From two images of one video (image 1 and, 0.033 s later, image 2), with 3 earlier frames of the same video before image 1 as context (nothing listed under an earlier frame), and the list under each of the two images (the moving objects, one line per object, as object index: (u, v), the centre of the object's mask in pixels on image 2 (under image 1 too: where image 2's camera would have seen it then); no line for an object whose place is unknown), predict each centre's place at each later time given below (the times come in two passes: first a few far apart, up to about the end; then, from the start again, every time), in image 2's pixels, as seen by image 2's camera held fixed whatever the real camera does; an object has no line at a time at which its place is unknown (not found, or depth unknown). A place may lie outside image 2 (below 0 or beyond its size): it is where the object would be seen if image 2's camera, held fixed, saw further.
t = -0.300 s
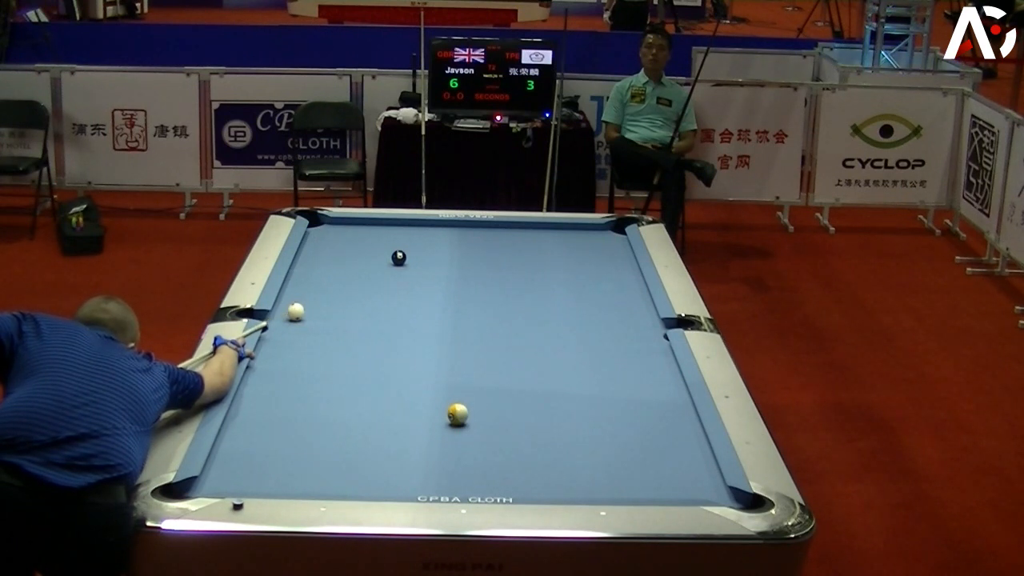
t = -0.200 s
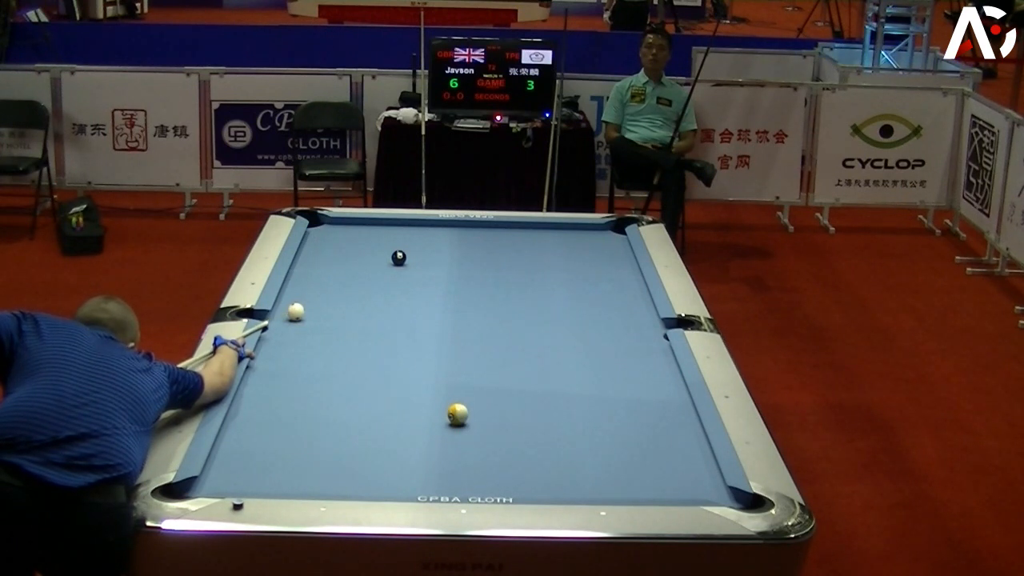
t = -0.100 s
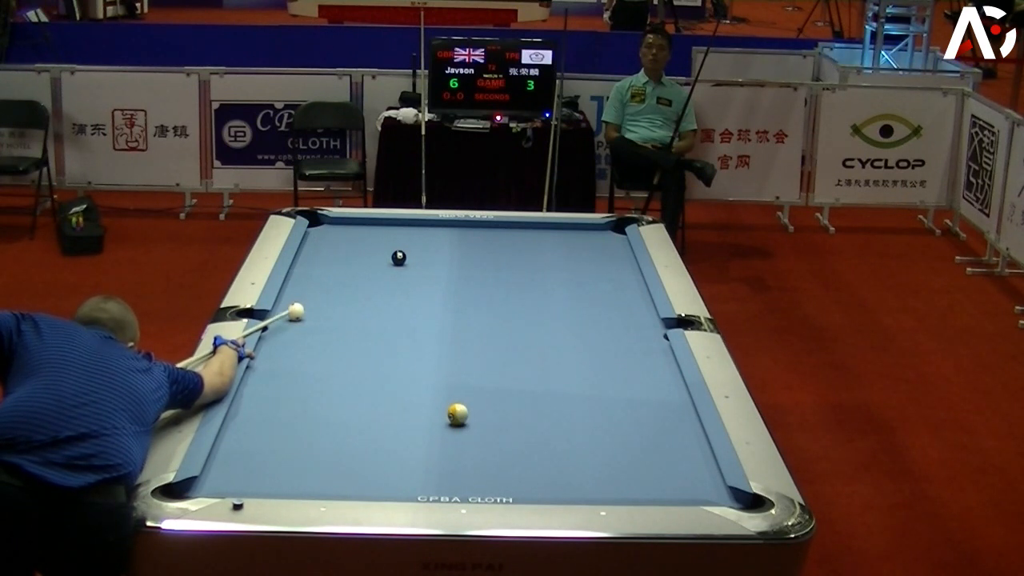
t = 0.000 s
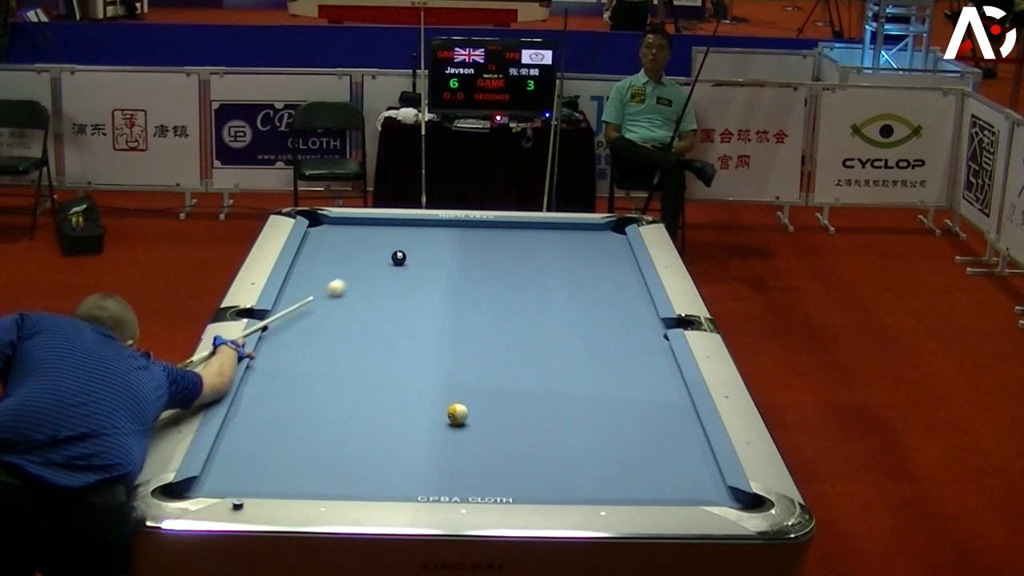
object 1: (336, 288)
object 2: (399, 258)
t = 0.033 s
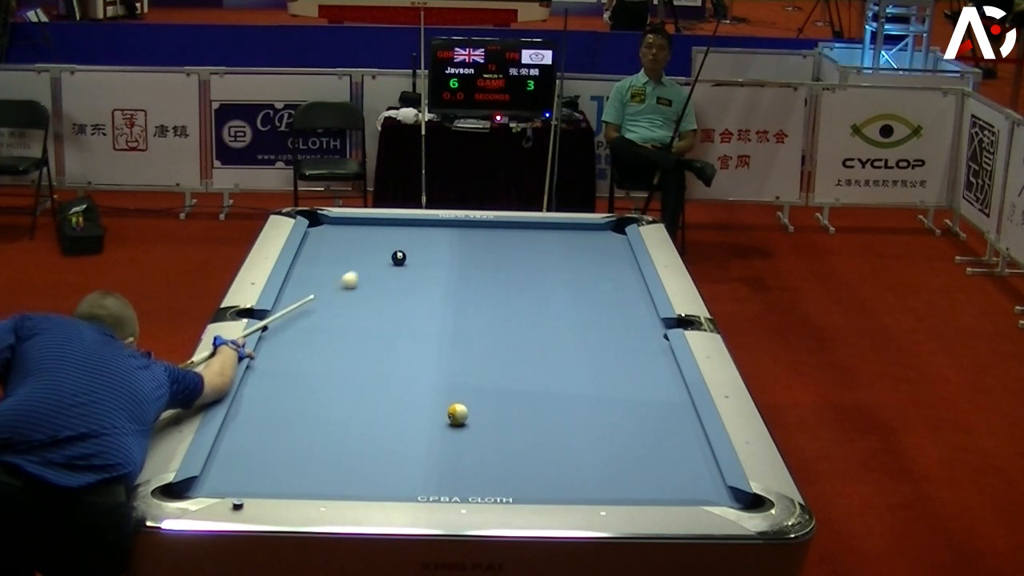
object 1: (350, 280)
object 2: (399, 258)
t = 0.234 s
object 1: (367, 248)
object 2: (449, 250)
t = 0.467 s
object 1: (344, 222)
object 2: (539, 236)
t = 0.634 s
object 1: (327, 232)
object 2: (589, 228)
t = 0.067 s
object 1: (362, 273)
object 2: (399, 258)
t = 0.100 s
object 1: (374, 265)
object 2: (399, 258)
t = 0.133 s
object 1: (384, 259)
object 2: (400, 257)
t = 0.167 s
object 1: (378, 255)
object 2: (417, 255)
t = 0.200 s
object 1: (372, 252)
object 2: (433, 252)
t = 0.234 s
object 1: (367, 248)
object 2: (449, 250)
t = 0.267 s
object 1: (362, 244)
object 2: (464, 248)
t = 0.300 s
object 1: (358, 240)
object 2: (478, 245)
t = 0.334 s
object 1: (354, 237)
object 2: (492, 243)
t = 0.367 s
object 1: (351, 232)
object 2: (505, 241)
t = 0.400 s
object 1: (349, 229)
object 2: (517, 239)
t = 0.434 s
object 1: (346, 225)
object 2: (529, 237)
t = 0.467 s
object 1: (344, 222)
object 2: (539, 236)
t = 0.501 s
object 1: (341, 223)
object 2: (549, 234)
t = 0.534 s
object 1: (338, 225)
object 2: (559, 233)
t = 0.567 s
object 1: (334, 228)
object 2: (570, 232)
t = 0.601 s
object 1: (330, 230)
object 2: (579, 230)
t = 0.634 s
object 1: (327, 232)
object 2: (589, 228)
